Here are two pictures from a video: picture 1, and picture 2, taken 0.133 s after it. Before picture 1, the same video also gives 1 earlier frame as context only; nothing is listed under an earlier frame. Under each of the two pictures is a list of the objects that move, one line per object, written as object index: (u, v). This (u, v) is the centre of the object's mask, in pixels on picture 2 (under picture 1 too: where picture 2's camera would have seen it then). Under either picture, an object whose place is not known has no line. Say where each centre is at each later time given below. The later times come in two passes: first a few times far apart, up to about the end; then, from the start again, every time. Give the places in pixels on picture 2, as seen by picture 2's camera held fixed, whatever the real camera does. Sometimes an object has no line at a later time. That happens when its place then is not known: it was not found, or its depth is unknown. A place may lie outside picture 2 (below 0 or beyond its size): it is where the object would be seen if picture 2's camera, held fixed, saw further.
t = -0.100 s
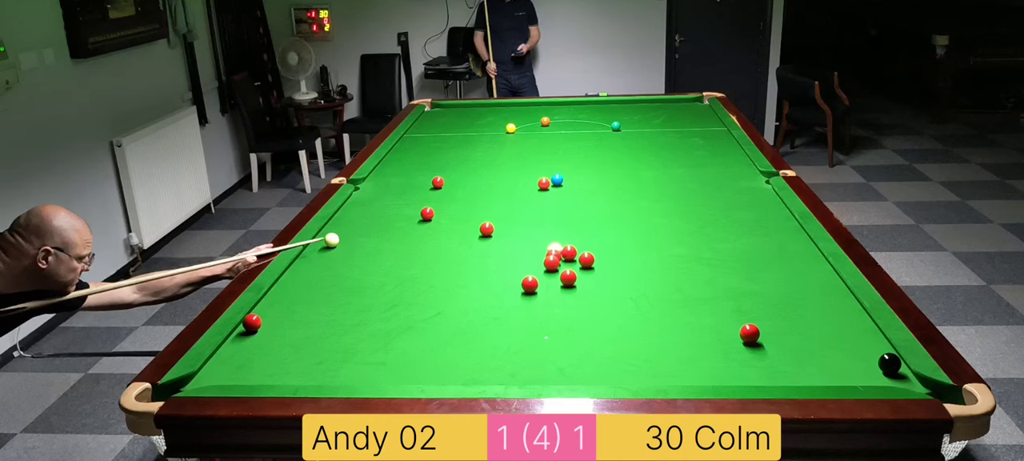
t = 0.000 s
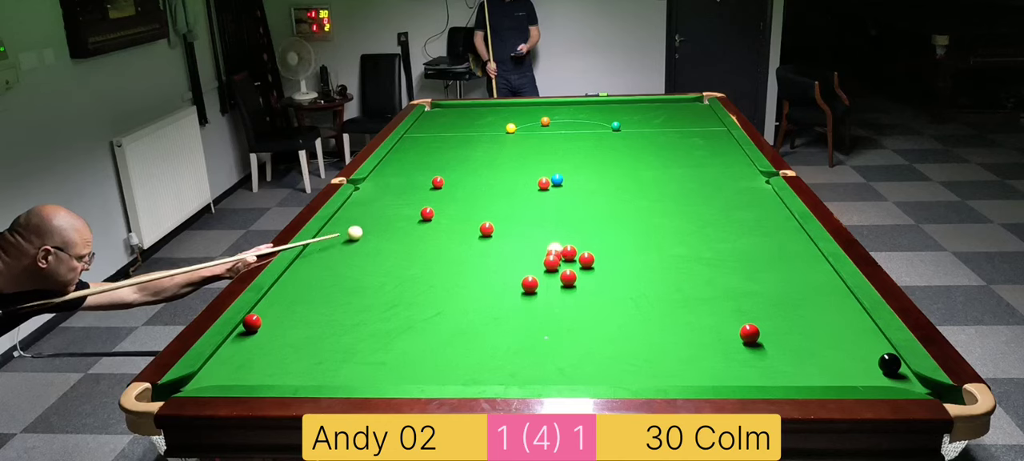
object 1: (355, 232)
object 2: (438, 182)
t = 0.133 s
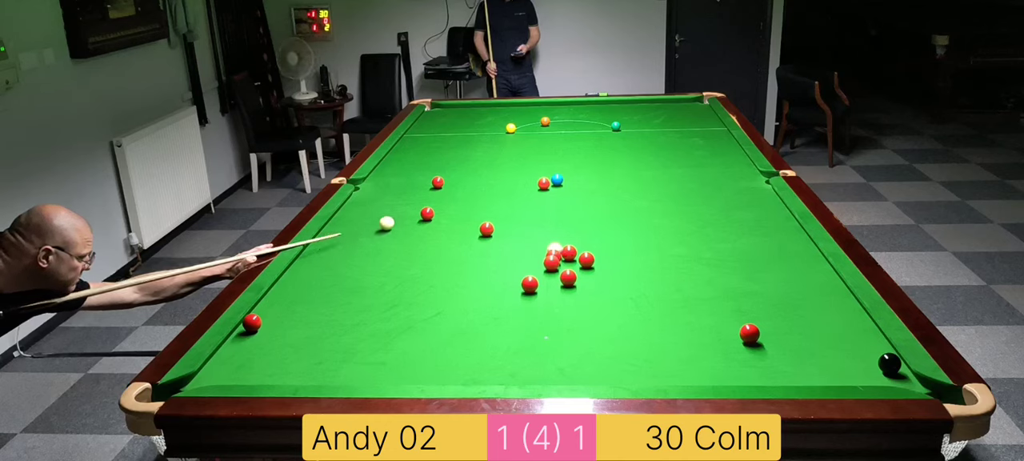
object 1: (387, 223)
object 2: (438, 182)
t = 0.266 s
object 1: (414, 214)
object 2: (438, 182)
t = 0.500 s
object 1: (420, 204)
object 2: (438, 182)
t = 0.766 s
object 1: (429, 194)
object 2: (438, 182)
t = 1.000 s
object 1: (436, 187)
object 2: (439, 179)
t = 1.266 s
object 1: (441, 184)
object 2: (440, 175)
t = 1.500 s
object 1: (445, 182)
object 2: (441, 172)
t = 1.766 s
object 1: (448, 181)
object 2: (443, 169)
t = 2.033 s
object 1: (450, 180)
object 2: (444, 166)
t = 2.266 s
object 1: (451, 180)
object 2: (445, 164)
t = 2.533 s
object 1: (452, 180)
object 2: (446, 161)
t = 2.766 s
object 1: (452, 180)
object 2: (446, 159)
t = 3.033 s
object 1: (452, 180)
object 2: (447, 158)
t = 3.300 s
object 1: (452, 180)
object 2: (448, 156)
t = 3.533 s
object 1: (452, 180)
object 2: (448, 155)
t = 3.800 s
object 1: (452, 180)
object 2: (448, 155)
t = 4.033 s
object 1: (452, 180)
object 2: (448, 154)
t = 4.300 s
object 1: (452, 180)
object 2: (448, 154)
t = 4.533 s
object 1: (452, 180)
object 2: (448, 154)
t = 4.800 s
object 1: (452, 180)
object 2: (448, 154)
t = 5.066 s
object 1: (452, 180)
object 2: (448, 154)
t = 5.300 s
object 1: (452, 180)
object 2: (448, 154)
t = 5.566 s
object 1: (452, 180)
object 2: (448, 154)
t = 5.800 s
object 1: (452, 180)
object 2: (448, 154)
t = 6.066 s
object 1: (452, 180)
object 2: (449, 154)
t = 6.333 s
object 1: (452, 180)
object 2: (448, 154)
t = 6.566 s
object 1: (452, 180)
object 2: (449, 154)
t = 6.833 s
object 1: (452, 180)
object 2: (448, 154)
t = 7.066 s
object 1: (452, 180)
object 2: (448, 154)
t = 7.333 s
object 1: (452, 180)
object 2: (449, 155)
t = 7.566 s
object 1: (452, 180)
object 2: (448, 154)
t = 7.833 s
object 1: (452, 180)
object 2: (448, 154)
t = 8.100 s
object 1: (452, 180)
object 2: (448, 154)
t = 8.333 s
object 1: (452, 180)
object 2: (448, 154)
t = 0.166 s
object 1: (394, 220)
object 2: (438, 182)
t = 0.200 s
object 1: (402, 218)
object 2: (438, 182)
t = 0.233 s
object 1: (409, 216)
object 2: (438, 182)
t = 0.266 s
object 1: (414, 214)
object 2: (438, 182)
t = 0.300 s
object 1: (414, 213)
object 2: (438, 182)
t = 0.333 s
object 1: (414, 211)
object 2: (438, 182)
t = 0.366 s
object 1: (415, 210)
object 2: (438, 182)
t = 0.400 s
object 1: (417, 209)
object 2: (438, 182)
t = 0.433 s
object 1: (418, 207)
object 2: (438, 182)
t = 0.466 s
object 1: (419, 206)
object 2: (438, 182)
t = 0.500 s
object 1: (420, 204)
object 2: (438, 182)
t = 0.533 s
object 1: (421, 203)
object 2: (438, 182)
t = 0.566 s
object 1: (423, 202)
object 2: (438, 182)
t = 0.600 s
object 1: (424, 200)
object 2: (438, 182)
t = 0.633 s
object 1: (425, 199)
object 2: (438, 182)
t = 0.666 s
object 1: (426, 198)
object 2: (438, 182)
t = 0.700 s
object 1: (427, 197)
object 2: (438, 182)
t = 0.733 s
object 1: (428, 196)
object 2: (438, 182)
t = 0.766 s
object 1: (429, 194)
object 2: (438, 182)
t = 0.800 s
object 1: (430, 193)
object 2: (438, 182)
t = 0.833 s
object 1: (431, 192)
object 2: (438, 181)
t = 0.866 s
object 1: (432, 191)
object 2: (438, 181)
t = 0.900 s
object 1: (433, 190)
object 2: (438, 181)
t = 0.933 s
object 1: (434, 189)
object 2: (439, 180)
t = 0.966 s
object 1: (435, 188)
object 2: (439, 179)
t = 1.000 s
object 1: (436, 187)
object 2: (439, 179)
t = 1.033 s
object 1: (437, 185)
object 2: (439, 178)
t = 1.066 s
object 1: (437, 185)
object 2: (439, 178)
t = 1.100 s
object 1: (438, 185)
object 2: (438, 177)
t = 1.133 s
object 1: (439, 185)
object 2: (439, 177)
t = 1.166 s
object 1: (439, 185)
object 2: (439, 176)
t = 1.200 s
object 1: (440, 185)
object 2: (439, 176)
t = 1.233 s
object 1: (441, 184)
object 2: (439, 175)
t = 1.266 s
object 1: (441, 184)
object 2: (440, 175)
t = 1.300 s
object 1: (442, 184)
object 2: (440, 175)
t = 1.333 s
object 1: (442, 183)
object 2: (440, 174)
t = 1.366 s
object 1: (443, 183)
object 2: (440, 174)
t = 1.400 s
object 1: (443, 183)
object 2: (440, 173)
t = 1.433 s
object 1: (444, 183)
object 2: (441, 173)
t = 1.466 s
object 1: (444, 183)
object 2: (441, 173)
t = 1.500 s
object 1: (445, 182)
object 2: (441, 172)
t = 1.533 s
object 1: (445, 182)
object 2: (441, 172)
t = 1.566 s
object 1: (446, 182)
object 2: (441, 172)
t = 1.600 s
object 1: (446, 182)
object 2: (442, 171)
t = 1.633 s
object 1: (446, 182)
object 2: (442, 171)
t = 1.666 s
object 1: (447, 182)
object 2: (442, 171)
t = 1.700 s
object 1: (447, 181)
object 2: (442, 170)
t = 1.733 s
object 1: (447, 181)
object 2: (442, 170)
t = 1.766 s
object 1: (448, 181)
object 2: (443, 169)
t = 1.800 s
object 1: (448, 181)
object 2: (443, 169)
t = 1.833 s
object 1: (448, 181)
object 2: (443, 169)
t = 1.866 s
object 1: (448, 181)
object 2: (443, 168)
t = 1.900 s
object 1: (449, 180)
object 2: (443, 168)
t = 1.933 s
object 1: (449, 181)
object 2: (443, 167)
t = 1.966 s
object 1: (449, 180)
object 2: (443, 167)
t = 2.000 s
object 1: (450, 180)
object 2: (444, 166)
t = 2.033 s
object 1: (450, 180)
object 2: (444, 166)
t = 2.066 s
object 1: (450, 180)
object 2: (444, 166)
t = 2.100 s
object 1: (450, 180)
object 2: (444, 165)
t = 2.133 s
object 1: (450, 180)
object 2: (444, 165)
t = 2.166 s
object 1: (451, 180)
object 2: (444, 165)
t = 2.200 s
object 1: (451, 180)
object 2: (444, 164)
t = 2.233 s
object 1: (451, 180)
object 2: (445, 164)
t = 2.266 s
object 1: (451, 180)
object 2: (445, 164)
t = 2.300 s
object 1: (451, 180)
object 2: (445, 163)
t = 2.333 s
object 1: (451, 180)
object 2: (445, 163)
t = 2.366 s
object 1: (451, 180)
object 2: (445, 163)
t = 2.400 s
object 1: (452, 180)
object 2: (445, 162)
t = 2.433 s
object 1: (452, 180)
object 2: (445, 162)
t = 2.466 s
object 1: (452, 180)
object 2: (446, 162)
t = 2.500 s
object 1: (452, 180)
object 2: (446, 161)
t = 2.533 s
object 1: (452, 180)
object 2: (446, 161)
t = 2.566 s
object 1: (452, 180)
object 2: (446, 161)
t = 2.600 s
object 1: (452, 180)
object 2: (446, 160)
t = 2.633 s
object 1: (452, 180)
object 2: (446, 160)
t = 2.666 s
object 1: (452, 180)
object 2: (446, 160)
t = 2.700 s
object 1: (452, 180)
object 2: (446, 160)
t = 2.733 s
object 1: (452, 180)
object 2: (446, 160)
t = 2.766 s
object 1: (452, 180)
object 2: (446, 159)
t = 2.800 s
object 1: (452, 180)
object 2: (447, 159)
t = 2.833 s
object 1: (452, 180)
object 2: (447, 159)
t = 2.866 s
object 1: (452, 180)
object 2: (447, 158)
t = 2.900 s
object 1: (452, 180)
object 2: (447, 158)
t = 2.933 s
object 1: (452, 180)
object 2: (447, 158)
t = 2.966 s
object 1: (452, 180)
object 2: (447, 158)
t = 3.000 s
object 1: (452, 180)
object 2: (447, 158)
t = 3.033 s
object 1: (452, 180)
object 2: (447, 158)
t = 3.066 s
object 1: (452, 180)
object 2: (448, 157)
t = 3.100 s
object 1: (452, 180)
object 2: (448, 157)
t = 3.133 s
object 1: (452, 180)
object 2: (448, 157)
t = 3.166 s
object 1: (452, 180)
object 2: (448, 157)
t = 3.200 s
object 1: (452, 180)
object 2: (448, 156)
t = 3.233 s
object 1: (452, 180)
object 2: (448, 156)
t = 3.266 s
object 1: (452, 180)
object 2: (448, 156)
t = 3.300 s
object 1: (452, 180)
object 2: (448, 156)
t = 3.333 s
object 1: (452, 180)
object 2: (448, 156)
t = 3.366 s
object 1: (452, 180)
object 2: (448, 156)
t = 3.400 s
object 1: (452, 180)
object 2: (448, 156)
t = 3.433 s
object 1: (452, 180)
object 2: (448, 156)
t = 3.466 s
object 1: (452, 180)
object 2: (448, 156)
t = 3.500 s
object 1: (452, 180)
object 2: (448, 155)
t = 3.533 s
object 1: (452, 180)
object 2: (448, 155)
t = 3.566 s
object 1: (452, 180)
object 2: (448, 155)
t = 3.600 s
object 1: (452, 180)
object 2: (448, 155)
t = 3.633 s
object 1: (452, 180)
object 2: (448, 155)
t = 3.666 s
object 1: (452, 180)
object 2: (448, 155)
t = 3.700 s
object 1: (452, 180)
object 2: (448, 155)
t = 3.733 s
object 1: (452, 180)
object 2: (448, 155)
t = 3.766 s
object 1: (452, 180)
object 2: (448, 155)
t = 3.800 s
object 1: (452, 180)
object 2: (448, 155)
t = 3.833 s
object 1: (452, 180)
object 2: (448, 155)
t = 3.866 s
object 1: (452, 180)
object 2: (448, 154)
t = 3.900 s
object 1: (452, 180)
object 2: (448, 155)
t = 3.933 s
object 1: (452, 180)
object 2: (448, 155)
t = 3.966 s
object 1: (452, 180)
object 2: (448, 154)
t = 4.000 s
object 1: (452, 180)
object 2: (448, 154)
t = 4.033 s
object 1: (452, 180)
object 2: (448, 154)
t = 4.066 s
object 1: (452, 180)
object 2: (448, 154)
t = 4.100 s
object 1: (452, 180)
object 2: (448, 154)
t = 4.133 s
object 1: (452, 180)
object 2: (448, 154)
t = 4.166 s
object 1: (452, 180)
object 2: (448, 154)
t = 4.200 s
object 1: (452, 180)
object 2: (448, 154)
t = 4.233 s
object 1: (452, 180)
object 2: (448, 154)
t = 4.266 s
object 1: (452, 180)
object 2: (448, 154)
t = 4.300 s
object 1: (452, 180)
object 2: (448, 154)
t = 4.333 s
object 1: (452, 180)
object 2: (448, 154)
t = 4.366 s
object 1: (452, 180)
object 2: (448, 154)
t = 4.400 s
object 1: (452, 180)
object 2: (448, 154)
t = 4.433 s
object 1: (452, 180)
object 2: (448, 154)
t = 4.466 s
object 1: (452, 180)
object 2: (448, 154)
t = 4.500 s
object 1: (452, 180)
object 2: (448, 154)
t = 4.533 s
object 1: (452, 180)
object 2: (448, 154)
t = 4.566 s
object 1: (452, 180)
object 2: (448, 154)
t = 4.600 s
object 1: (452, 180)
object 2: (448, 154)
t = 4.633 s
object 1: (452, 180)
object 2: (448, 154)
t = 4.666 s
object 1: (452, 180)
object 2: (448, 154)
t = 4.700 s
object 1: (452, 180)
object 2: (448, 154)
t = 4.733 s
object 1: (452, 180)
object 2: (448, 154)
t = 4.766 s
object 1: (452, 180)
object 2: (448, 154)
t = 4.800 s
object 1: (452, 180)
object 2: (448, 154)
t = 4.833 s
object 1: (452, 180)
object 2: (448, 154)
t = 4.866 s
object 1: (452, 180)
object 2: (448, 154)
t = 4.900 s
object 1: (452, 180)
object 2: (448, 154)
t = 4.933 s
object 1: (452, 180)
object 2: (448, 154)
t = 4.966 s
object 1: (452, 180)
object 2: (448, 154)
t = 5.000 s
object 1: (452, 180)
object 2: (448, 154)
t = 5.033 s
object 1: (452, 180)
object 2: (448, 154)
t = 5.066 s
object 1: (452, 180)
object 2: (448, 154)
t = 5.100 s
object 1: (452, 180)
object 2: (448, 154)
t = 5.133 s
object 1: (452, 180)
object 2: (448, 154)
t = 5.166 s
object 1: (452, 180)
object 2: (448, 154)
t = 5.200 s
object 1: (452, 180)
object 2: (448, 154)
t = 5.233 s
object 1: (452, 180)
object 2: (448, 154)
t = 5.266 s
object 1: (452, 180)
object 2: (448, 154)
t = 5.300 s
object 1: (452, 180)
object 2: (448, 154)
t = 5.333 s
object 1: (452, 180)
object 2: (448, 154)
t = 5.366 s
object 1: (452, 180)
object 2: (448, 154)
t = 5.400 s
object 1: (452, 180)
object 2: (448, 154)
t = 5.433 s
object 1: (452, 180)
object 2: (448, 154)
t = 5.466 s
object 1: (452, 180)
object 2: (448, 154)
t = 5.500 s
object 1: (452, 180)
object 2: (448, 154)
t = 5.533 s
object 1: (452, 180)
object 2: (448, 154)
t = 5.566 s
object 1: (452, 180)
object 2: (448, 154)
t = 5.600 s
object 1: (452, 180)
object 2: (448, 154)
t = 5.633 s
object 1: (452, 180)
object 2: (448, 154)
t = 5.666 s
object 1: (452, 180)
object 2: (448, 154)
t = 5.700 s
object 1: (452, 180)
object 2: (448, 154)
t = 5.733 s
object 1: (452, 180)
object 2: (449, 154)
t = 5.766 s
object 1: (452, 180)
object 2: (449, 154)
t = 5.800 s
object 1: (452, 180)
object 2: (448, 154)
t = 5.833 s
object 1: (452, 180)
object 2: (449, 154)
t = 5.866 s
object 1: (452, 180)
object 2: (449, 154)
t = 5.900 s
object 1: (452, 180)
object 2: (449, 154)
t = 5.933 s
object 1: (452, 180)
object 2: (448, 154)
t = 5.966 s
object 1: (452, 180)
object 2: (448, 154)
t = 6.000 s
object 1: (452, 180)
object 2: (448, 154)
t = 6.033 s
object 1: (452, 180)
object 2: (449, 154)
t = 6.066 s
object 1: (452, 180)
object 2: (449, 154)
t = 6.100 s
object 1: (452, 180)
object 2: (448, 154)
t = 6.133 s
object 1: (452, 180)
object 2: (448, 154)
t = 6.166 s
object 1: (452, 180)
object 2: (448, 154)
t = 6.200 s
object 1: (452, 180)
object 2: (448, 154)
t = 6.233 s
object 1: (452, 180)
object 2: (448, 154)
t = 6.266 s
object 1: (452, 180)
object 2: (448, 154)
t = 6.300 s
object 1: (452, 180)
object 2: (448, 154)
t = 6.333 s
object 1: (452, 180)
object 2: (448, 154)
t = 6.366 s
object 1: (452, 180)
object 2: (449, 154)
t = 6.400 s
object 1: (452, 180)
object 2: (449, 154)
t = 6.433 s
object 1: (452, 180)
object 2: (449, 154)
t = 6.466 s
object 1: (452, 180)
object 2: (448, 154)
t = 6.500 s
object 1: (452, 180)
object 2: (448, 154)
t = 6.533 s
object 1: (452, 180)
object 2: (449, 154)
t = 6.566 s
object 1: (452, 180)
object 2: (449, 154)
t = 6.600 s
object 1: (452, 180)
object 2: (449, 154)
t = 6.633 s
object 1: (452, 180)
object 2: (448, 154)
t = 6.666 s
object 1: (452, 180)
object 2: (448, 154)
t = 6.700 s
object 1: (452, 180)
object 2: (449, 154)
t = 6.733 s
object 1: (452, 180)
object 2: (448, 154)
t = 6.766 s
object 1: (452, 180)
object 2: (448, 154)
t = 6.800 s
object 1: (452, 180)
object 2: (448, 154)
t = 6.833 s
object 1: (452, 180)
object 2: (448, 154)
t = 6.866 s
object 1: (452, 180)
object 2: (448, 154)
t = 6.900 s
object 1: (452, 180)
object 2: (448, 154)
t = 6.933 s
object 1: (452, 180)
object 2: (448, 154)
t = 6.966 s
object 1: (452, 180)
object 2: (448, 154)
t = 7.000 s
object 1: (452, 180)
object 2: (448, 154)
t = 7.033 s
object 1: (452, 180)
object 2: (448, 154)
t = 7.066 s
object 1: (452, 180)
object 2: (448, 154)
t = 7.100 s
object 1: (452, 180)
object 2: (448, 154)
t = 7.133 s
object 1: (452, 180)
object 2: (448, 154)
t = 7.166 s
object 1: (452, 180)
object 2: (449, 154)
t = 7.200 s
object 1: (452, 180)
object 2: (449, 154)
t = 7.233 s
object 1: (452, 180)
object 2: (448, 155)
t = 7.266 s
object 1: (452, 180)
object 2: (448, 155)
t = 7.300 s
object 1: (452, 180)
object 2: (449, 155)
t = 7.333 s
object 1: (452, 180)
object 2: (449, 155)
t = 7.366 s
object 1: (452, 180)
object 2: (449, 154)
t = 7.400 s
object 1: (452, 180)
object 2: (449, 154)
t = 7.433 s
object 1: (452, 180)
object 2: (448, 154)
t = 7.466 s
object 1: (452, 180)
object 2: (448, 154)
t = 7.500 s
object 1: (452, 180)
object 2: (448, 154)
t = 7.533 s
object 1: (452, 180)
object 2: (448, 154)
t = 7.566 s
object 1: (452, 180)
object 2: (448, 154)
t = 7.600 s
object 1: (452, 180)
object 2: (448, 154)
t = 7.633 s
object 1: (452, 180)
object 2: (448, 154)
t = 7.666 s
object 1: (452, 180)
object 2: (448, 154)
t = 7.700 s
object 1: (452, 180)
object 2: (448, 154)
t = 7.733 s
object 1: (452, 180)
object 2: (448, 154)
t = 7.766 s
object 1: (452, 180)
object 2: (448, 154)
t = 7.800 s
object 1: (452, 180)
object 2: (448, 154)
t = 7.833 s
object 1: (452, 180)
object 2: (448, 154)
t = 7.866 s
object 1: (452, 180)
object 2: (448, 154)
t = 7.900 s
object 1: (452, 180)
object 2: (448, 154)
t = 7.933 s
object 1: (452, 180)
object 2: (448, 154)
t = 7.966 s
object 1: (452, 180)
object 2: (448, 154)
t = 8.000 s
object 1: (452, 180)
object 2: (448, 154)
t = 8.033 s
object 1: (452, 180)
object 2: (448, 154)
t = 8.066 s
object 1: (452, 180)
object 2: (448, 154)
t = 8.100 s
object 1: (452, 180)
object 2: (448, 154)
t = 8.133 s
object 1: (452, 180)
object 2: (448, 154)
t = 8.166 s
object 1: (452, 180)
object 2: (448, 154)
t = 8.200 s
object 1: (452, 180)
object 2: (448, 154)
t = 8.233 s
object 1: (452, 180)
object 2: (448, 154)
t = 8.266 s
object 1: (452, 180)
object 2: (448, 154)
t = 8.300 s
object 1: (452, 180)
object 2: (448, 154)
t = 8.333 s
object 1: (452, 180)
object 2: (448, 154)
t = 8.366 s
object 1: (452, 180)
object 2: (448, 154)
